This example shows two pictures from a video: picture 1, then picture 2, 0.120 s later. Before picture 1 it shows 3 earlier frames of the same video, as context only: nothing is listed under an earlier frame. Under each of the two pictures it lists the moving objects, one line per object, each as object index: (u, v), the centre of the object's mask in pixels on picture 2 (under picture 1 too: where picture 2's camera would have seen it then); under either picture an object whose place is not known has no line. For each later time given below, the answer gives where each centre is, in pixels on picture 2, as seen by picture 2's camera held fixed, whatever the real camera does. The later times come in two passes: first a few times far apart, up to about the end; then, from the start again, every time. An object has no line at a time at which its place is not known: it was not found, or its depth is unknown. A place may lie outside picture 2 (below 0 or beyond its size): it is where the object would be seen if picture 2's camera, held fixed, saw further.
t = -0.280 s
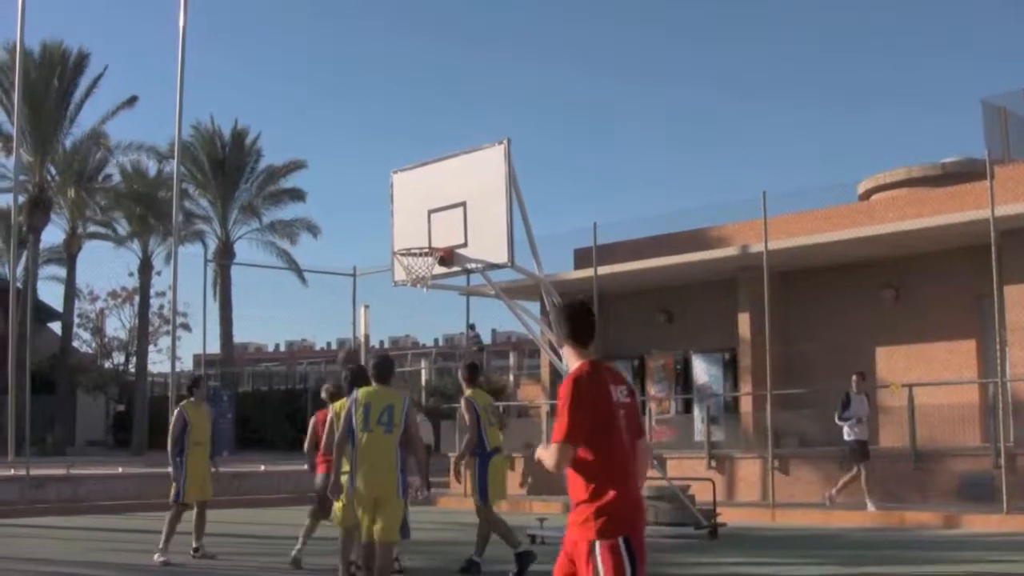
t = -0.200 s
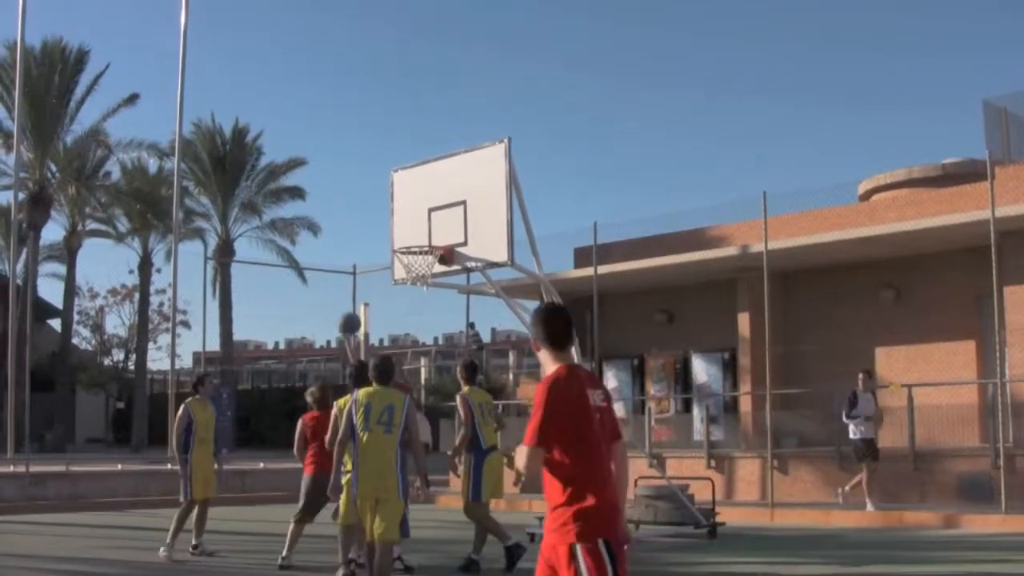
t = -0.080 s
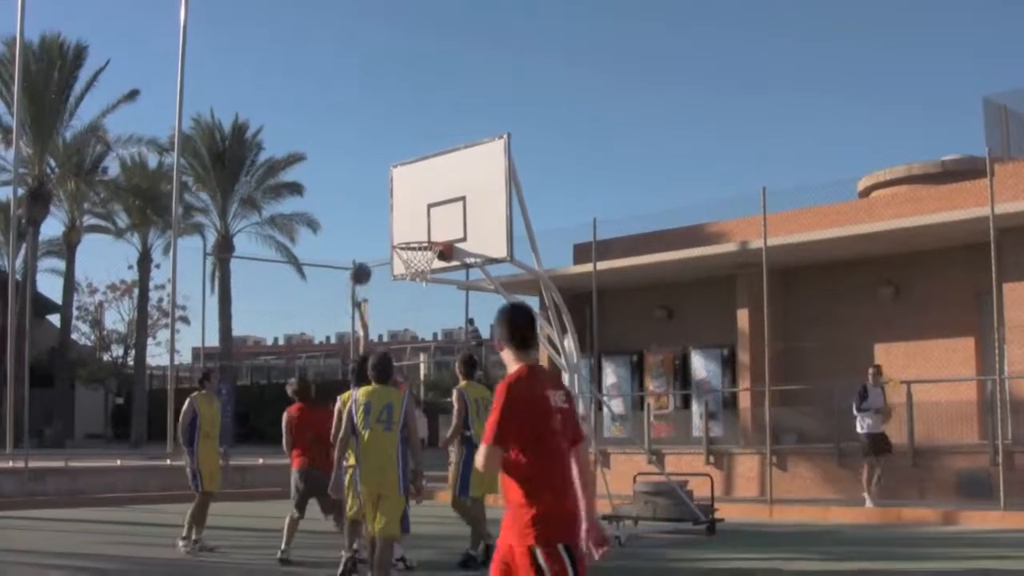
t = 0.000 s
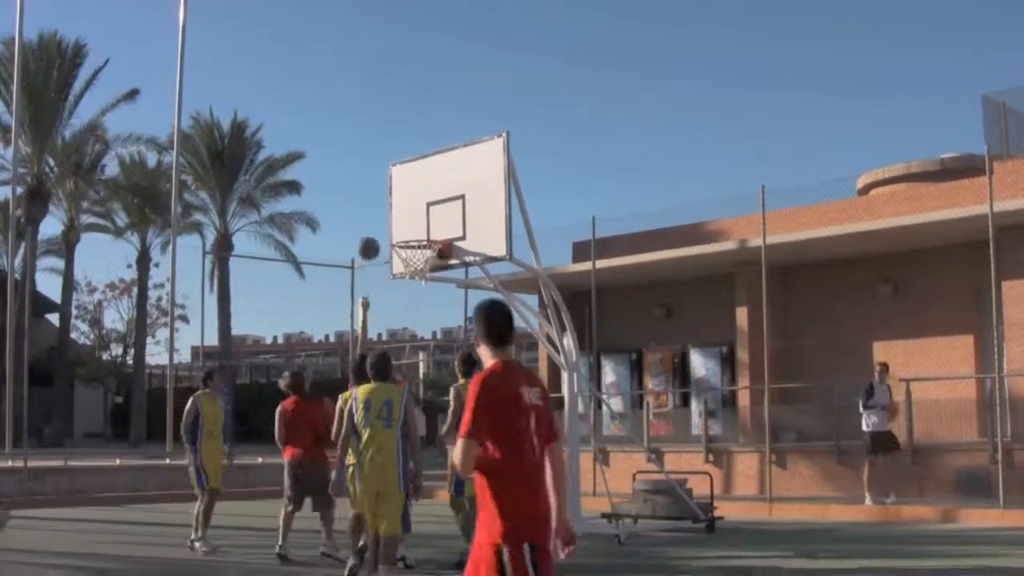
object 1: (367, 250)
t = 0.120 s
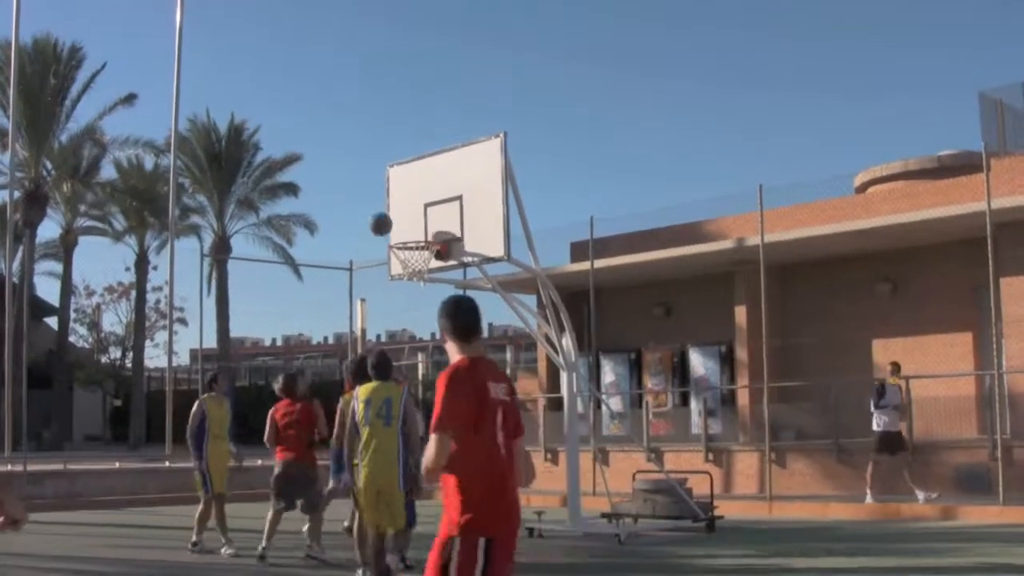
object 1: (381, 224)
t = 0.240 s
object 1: (395, 213)
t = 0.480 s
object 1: (426, 232)
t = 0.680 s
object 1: (400, 231)
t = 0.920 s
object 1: (392, 233)
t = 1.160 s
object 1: (379, 247)
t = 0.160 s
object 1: (386, 219)
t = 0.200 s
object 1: (391, 215)
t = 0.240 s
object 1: (395, 213)
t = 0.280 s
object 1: (401, 212)
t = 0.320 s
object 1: (405, 212)
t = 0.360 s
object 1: (410, 215)
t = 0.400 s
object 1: (415, 218)
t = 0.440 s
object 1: (421, 224)
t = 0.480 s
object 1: (426, 232)
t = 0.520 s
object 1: (424, 236)
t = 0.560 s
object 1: (416, 234)
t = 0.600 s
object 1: (407, 235)
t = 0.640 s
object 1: (402, 235)
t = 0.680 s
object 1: (400, 231)
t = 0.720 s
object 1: (399, 228)
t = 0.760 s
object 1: (398, 227)
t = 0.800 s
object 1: (397, 227)
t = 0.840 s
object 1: (396, 230)
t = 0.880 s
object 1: (394, 233)
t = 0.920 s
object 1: (392, 233)
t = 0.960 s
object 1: (390, 232)
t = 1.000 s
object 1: (388, 232)
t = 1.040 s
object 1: (386, 234)
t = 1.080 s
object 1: (384, 237)
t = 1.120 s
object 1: (381, 242)
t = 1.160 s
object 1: (379, 247)
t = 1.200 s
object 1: (375, 254)
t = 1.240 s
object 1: (372, 262)
